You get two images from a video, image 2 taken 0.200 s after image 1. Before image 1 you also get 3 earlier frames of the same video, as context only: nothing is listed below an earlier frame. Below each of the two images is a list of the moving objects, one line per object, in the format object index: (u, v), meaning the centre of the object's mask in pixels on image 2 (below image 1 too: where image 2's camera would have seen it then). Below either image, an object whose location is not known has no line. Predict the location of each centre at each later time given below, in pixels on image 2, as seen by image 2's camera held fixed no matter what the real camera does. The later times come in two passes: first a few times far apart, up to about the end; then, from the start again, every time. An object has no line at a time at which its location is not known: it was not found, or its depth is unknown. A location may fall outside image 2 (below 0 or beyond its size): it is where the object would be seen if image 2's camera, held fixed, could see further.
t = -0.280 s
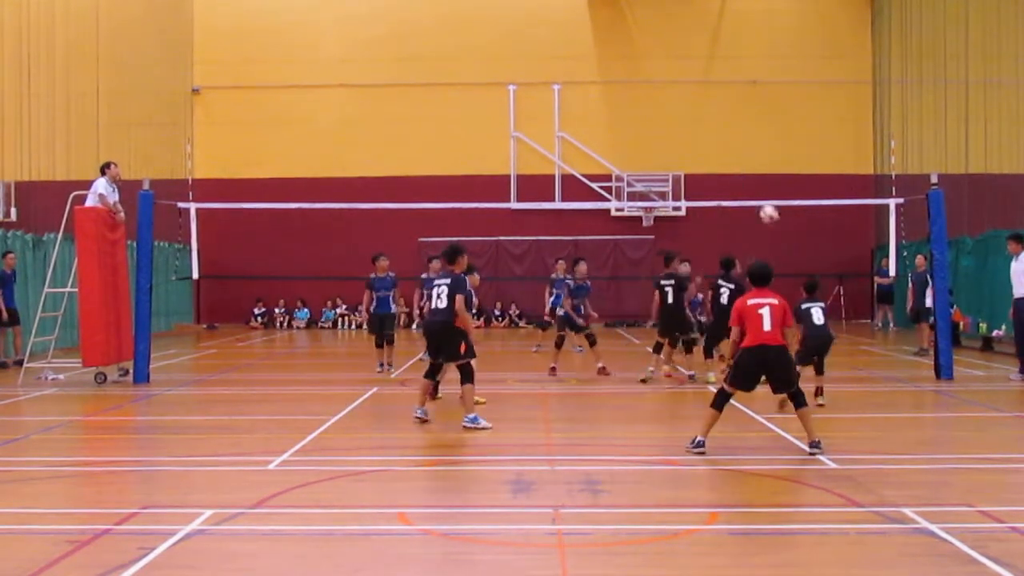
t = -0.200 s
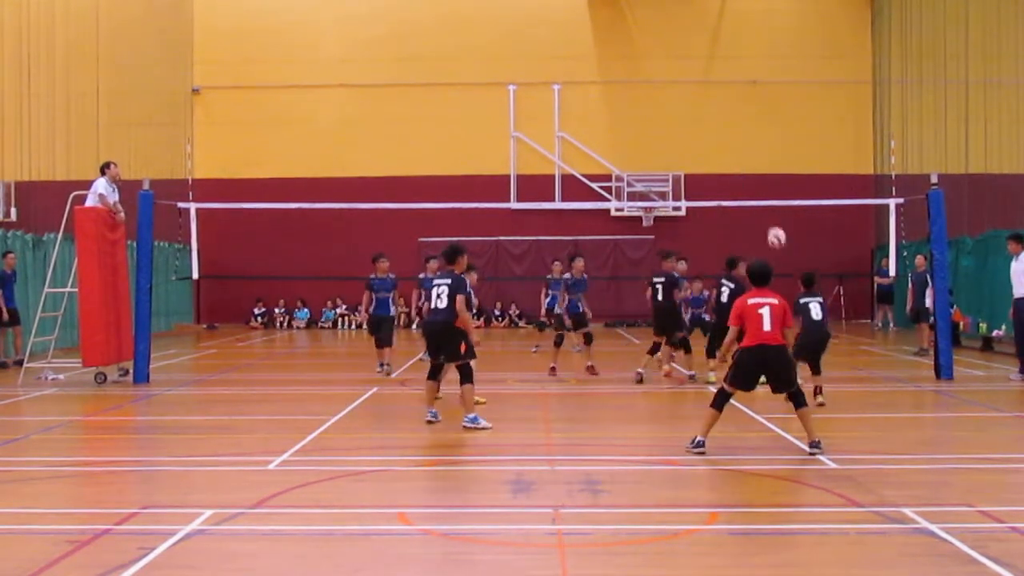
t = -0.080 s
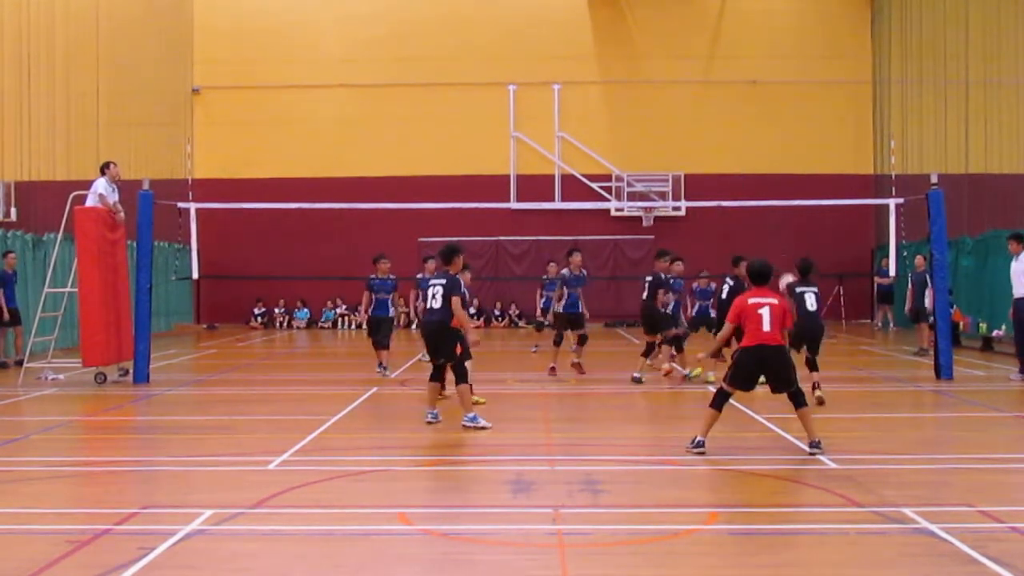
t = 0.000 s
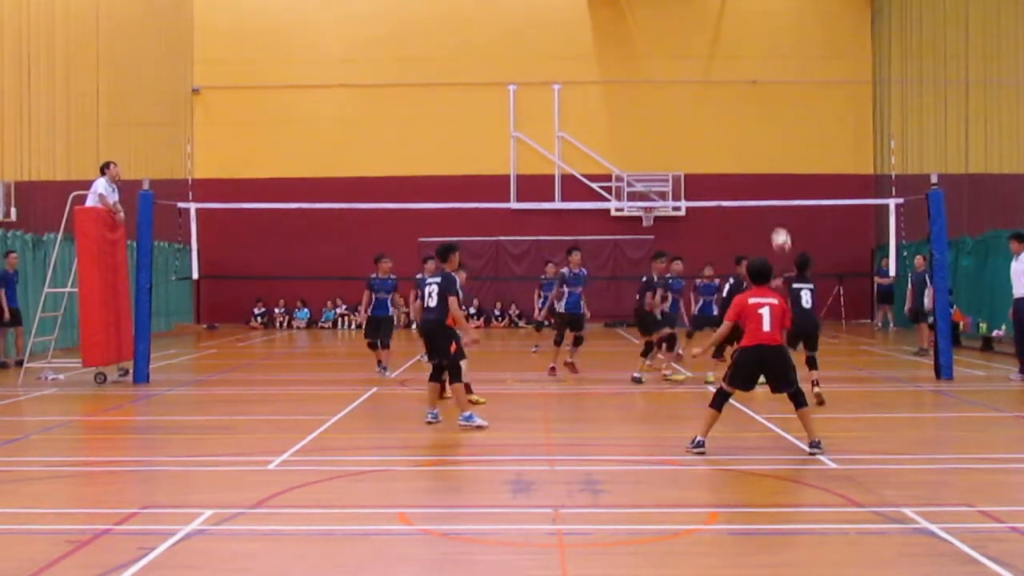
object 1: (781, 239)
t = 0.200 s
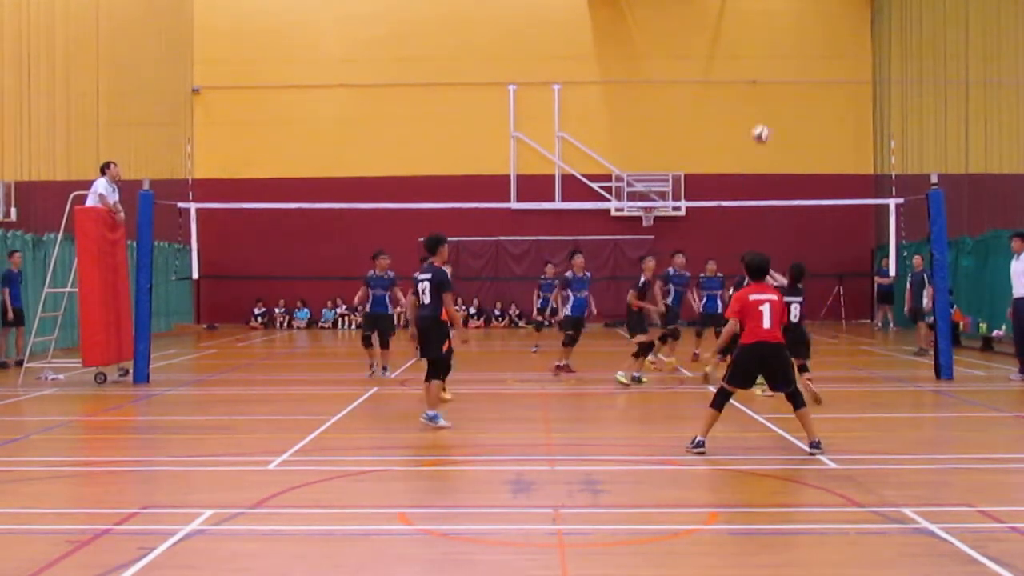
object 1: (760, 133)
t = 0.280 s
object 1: (752, 103)
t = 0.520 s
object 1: (729, 47)
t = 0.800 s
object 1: (705, 42)
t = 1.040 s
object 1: (685, 86)
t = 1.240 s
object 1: (670, 155)
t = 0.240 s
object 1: (756, 117)
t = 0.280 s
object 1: (752, 103)
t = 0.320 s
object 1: (749, 90)
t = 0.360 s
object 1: (745, 79)
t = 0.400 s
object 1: (741, 67)
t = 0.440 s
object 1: (736, 60)
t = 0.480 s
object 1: (733, 53)
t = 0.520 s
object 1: (729, 47)
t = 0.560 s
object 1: (727, 42)
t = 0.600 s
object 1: (723, 39)
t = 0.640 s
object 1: (718, 37)
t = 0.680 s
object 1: (715, 36)
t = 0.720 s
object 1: (712, 36)
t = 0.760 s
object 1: (708, 38)
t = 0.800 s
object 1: (705, 42)
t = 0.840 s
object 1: (701, 46)
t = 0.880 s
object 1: (699, 52)
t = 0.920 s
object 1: (695, 58)
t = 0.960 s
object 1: (692, 67)
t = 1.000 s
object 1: (688, 76)
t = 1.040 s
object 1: (685, 86)
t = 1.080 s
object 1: (682, 97)
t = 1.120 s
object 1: (679, 110)
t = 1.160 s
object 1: (676, 124)
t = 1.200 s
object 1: (673, 138)
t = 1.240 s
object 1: (670, 155)
